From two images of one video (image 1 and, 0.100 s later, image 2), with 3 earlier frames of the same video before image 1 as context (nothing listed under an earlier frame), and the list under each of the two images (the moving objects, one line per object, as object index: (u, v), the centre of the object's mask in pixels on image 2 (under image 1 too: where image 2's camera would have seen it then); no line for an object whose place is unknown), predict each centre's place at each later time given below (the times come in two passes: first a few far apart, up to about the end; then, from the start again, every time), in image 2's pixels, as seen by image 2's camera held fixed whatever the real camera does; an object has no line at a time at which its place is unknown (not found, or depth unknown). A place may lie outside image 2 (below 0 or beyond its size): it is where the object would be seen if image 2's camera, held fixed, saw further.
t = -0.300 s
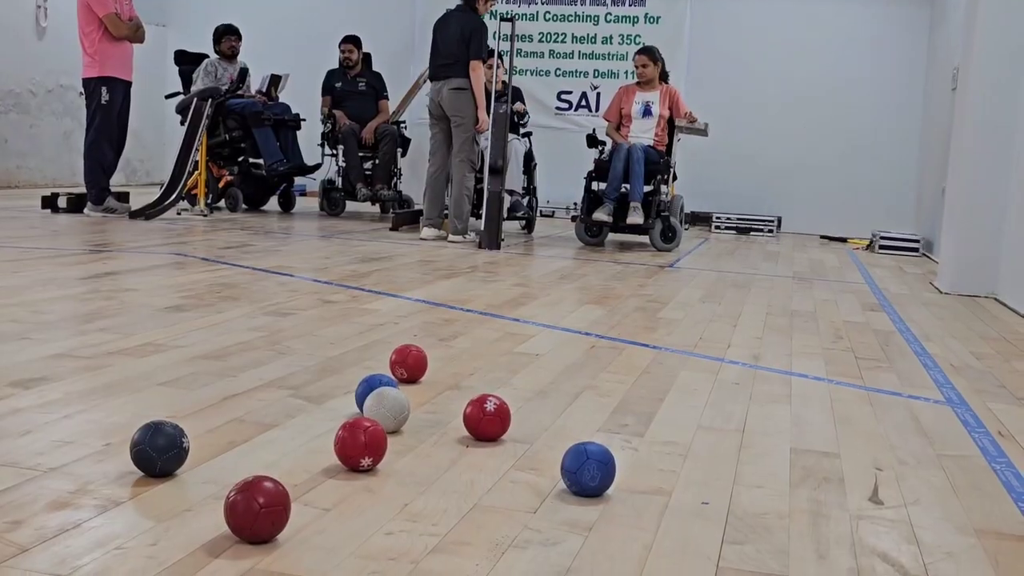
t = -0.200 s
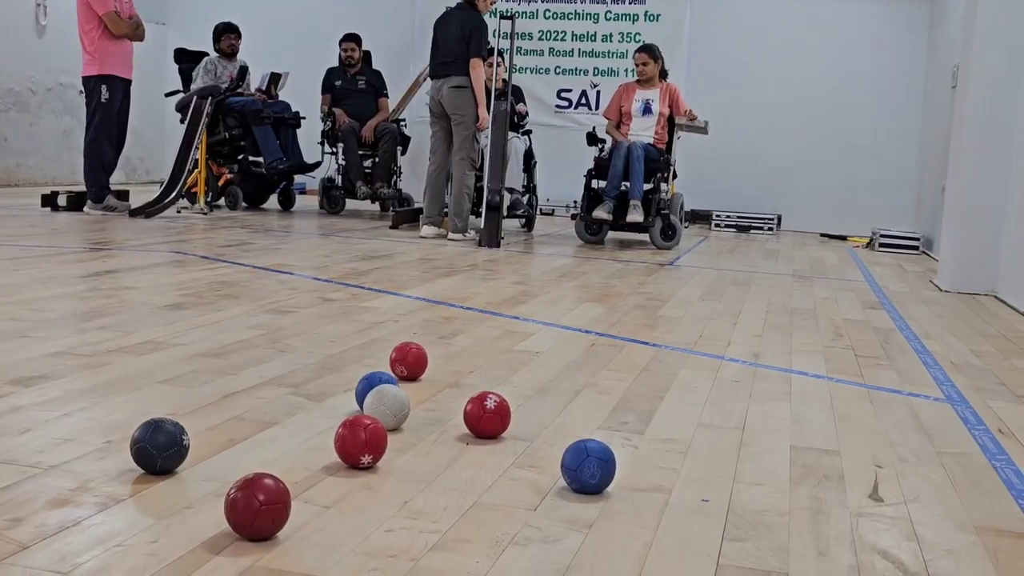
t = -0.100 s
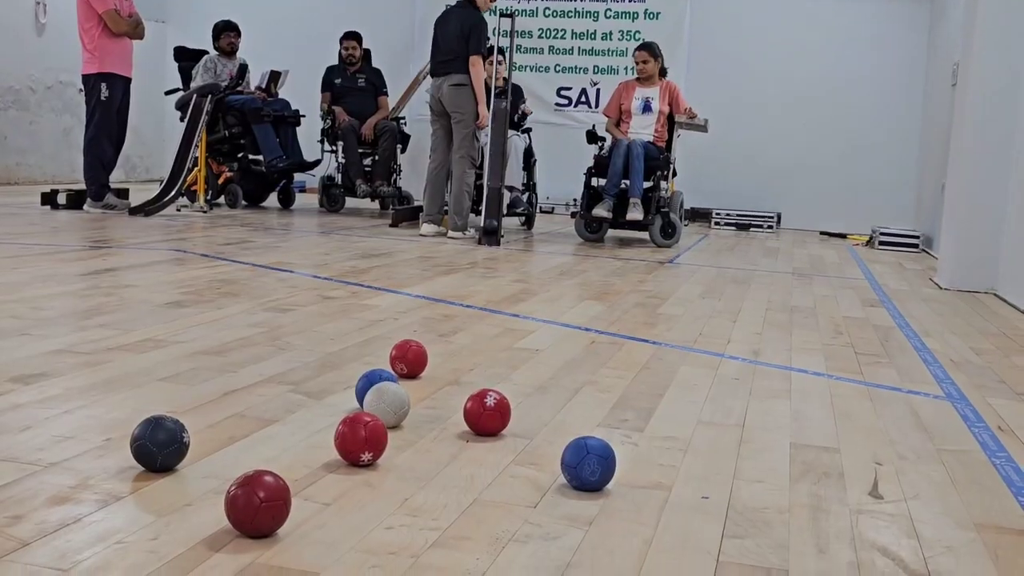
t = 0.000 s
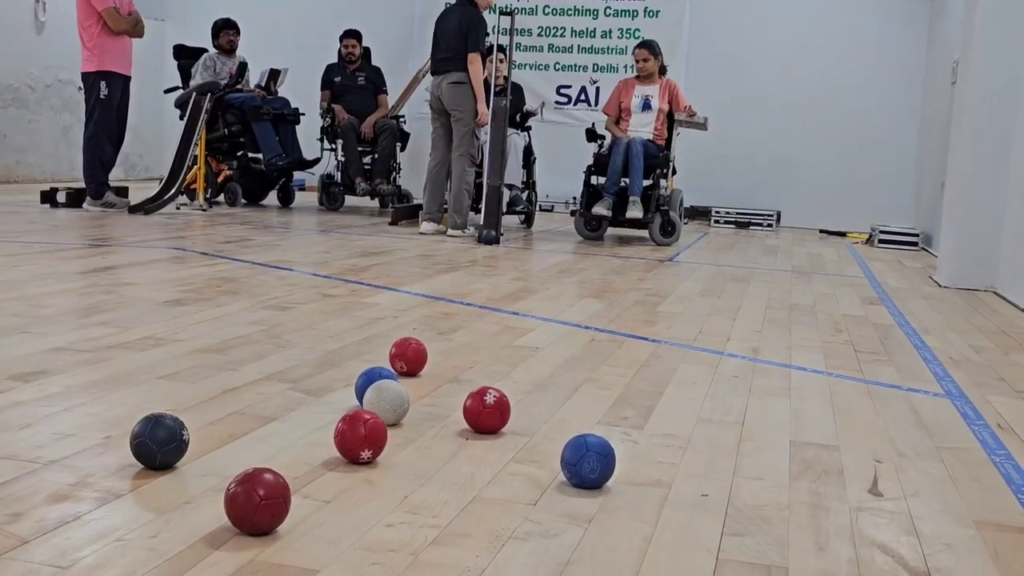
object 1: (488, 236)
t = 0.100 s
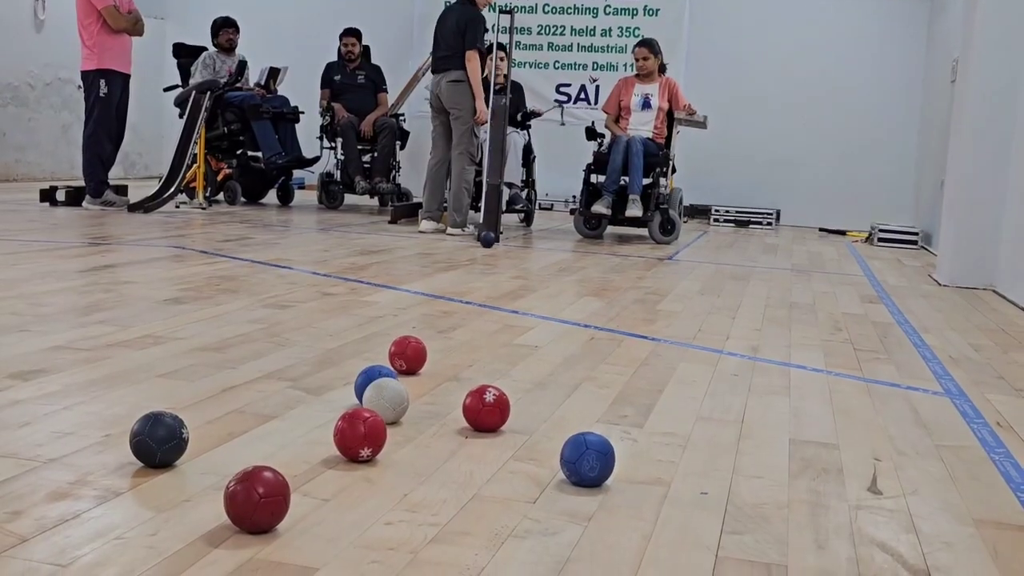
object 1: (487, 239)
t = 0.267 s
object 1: (485, 247)
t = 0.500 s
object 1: (483, 258)
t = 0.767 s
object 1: (480, 273)
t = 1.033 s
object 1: (477, 290)
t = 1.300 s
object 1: (474, 311)
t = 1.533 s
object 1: (471, 333)
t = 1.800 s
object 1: (468, 360)
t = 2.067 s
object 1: (462, 385)
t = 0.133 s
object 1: (487, 240)
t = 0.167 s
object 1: (486, 242)
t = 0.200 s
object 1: (486, 244)
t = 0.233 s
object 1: (486, 245)
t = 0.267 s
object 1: (485, 247)
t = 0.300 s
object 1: (485, 248)
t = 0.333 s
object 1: (484, 250)
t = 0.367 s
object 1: (484, 252)
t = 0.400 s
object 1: (484, 253)
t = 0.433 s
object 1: (483, 254)
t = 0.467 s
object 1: (483, 256)
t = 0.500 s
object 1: (483, 258)
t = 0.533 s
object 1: (482, 260)
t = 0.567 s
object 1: (482, 261)
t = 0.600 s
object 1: (481, 263)
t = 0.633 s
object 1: (481, 265)
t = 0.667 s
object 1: (481, 267)
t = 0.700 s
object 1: (480, 269)
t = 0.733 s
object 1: (480, 270)
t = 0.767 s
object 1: (480, 273)
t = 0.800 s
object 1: (479, 275)
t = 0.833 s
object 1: (479, 277)
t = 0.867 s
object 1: (479, 279)
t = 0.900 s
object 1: (478, 281)
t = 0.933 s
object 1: (478, 283)
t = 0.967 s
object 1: (478, 286)
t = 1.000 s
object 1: (477, 288)
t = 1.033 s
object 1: (477, 290)
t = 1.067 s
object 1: (476, 293)
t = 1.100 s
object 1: (476, 295)
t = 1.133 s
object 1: (476, 298)
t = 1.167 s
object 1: (475, 300)
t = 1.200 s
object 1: (475, 303)
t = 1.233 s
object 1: (475, 306)
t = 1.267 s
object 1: (474, 309)
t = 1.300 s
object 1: (474, 311)
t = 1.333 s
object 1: (473, 314)
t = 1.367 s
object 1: (473, 317)
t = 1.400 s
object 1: (473, 320)
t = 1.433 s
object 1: (472, 323)
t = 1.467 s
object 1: (472, 326)
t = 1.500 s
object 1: (471, 329)
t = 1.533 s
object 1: (471, 333)
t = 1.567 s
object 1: (470, 336)
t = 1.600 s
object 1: (470, 339)
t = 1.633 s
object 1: (469, 342)
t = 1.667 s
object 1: (469, 346)
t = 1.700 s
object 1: (469, 349)
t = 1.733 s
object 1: (468, 353)
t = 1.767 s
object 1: (468, 356)
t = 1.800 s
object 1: (468, 360)
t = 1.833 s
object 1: (467, 363)
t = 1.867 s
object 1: (467, 367)
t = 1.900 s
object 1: (467, 370)
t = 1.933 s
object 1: (466, 373)
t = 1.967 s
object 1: (465, 376)
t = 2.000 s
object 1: (465, 379)
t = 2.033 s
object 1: (463, 382)
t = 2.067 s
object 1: (462, 385)
